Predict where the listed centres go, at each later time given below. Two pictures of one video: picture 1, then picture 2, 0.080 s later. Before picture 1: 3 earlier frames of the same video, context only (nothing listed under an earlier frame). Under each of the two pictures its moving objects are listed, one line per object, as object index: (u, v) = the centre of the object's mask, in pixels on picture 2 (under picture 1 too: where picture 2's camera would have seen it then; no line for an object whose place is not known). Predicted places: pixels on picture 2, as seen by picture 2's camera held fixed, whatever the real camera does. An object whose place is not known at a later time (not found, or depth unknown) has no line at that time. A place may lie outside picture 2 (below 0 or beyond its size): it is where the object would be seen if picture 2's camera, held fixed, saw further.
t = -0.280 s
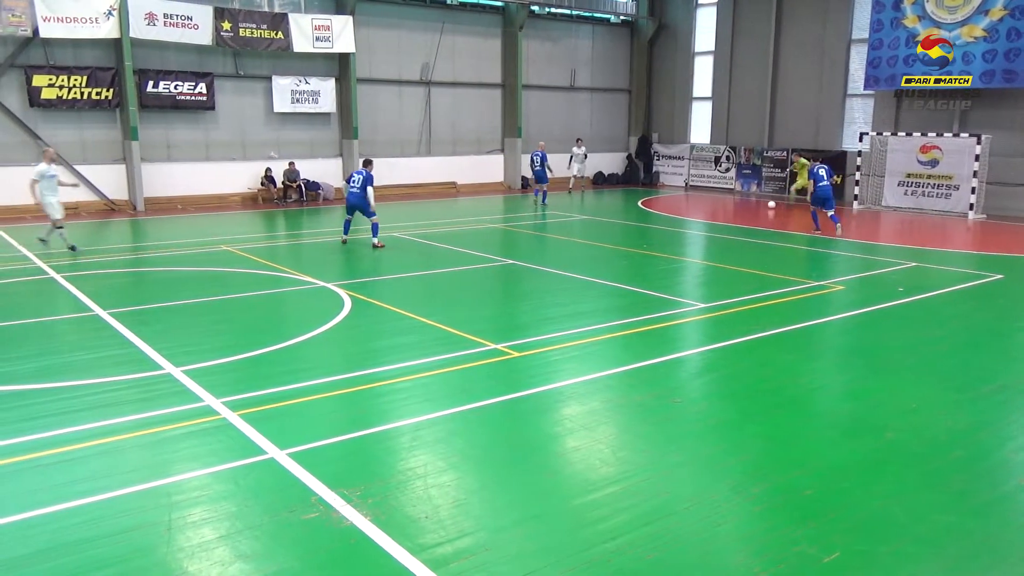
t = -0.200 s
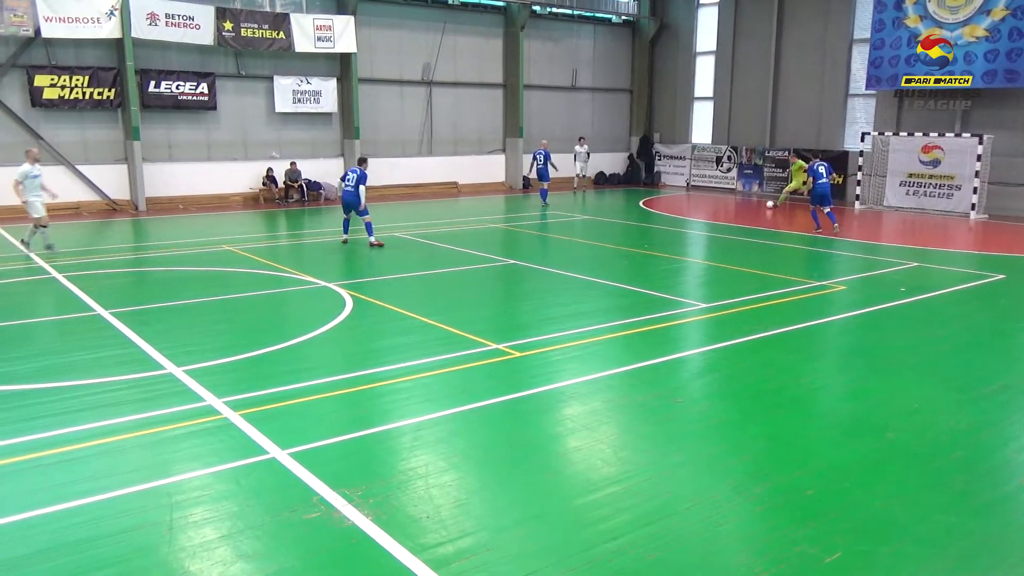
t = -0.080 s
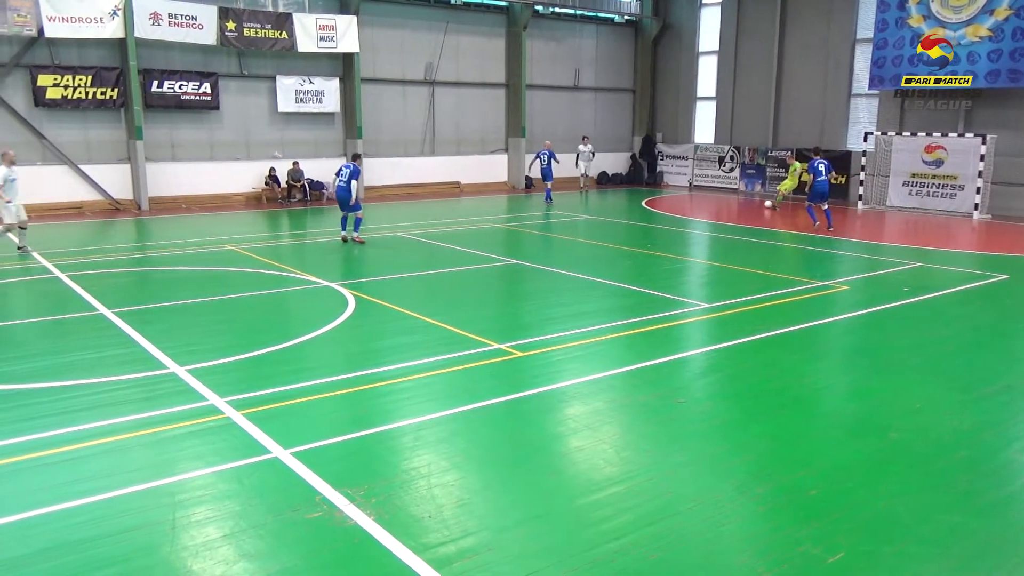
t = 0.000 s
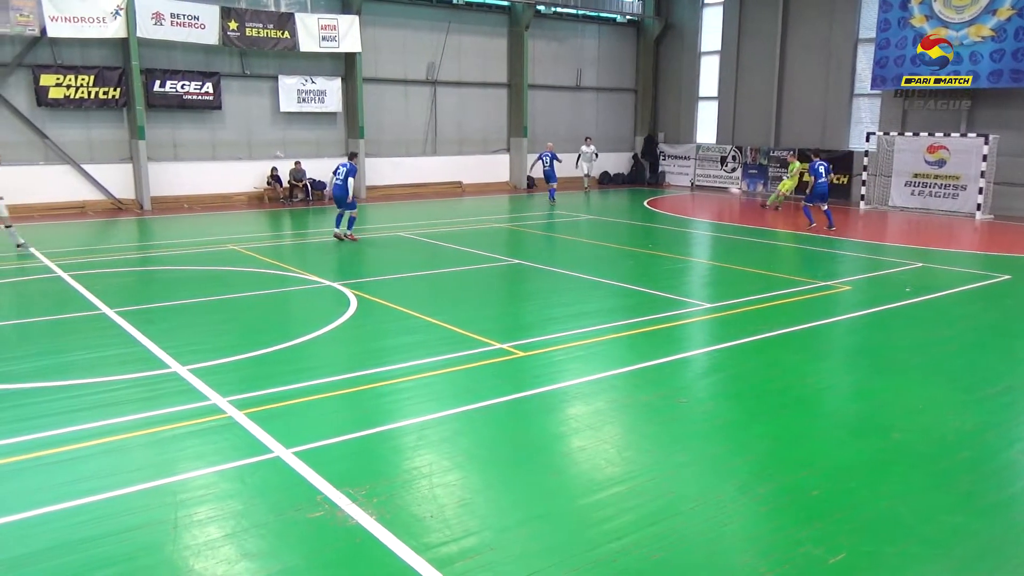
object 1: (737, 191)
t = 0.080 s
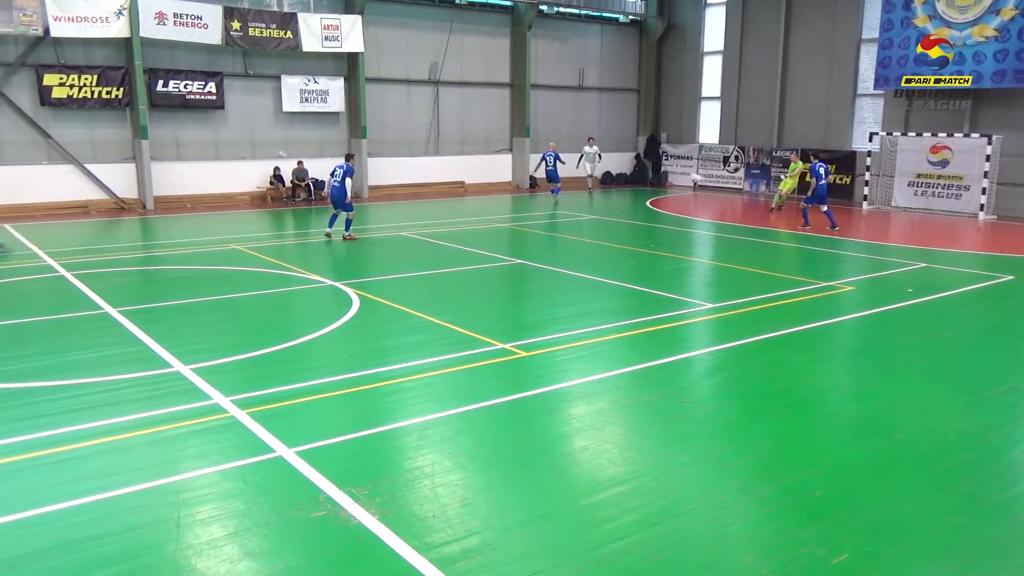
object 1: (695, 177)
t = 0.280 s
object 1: (585, 149)
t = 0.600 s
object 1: (383, 122)
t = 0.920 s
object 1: (122, 133)
